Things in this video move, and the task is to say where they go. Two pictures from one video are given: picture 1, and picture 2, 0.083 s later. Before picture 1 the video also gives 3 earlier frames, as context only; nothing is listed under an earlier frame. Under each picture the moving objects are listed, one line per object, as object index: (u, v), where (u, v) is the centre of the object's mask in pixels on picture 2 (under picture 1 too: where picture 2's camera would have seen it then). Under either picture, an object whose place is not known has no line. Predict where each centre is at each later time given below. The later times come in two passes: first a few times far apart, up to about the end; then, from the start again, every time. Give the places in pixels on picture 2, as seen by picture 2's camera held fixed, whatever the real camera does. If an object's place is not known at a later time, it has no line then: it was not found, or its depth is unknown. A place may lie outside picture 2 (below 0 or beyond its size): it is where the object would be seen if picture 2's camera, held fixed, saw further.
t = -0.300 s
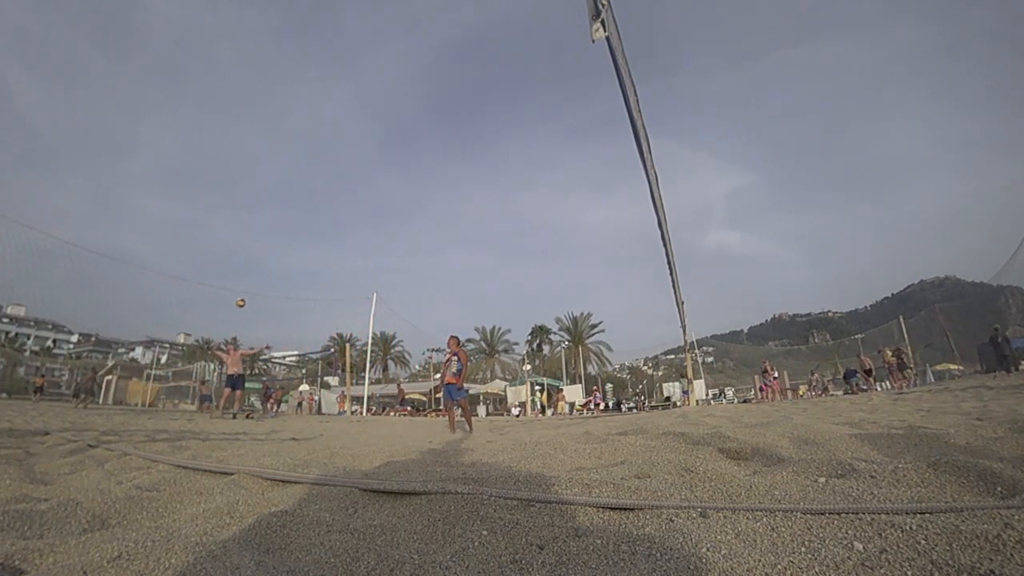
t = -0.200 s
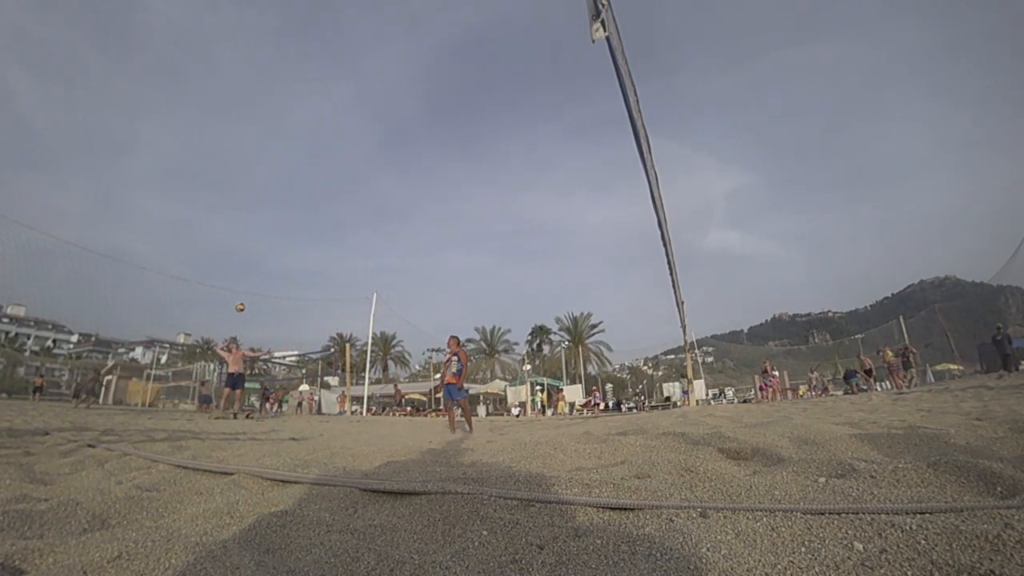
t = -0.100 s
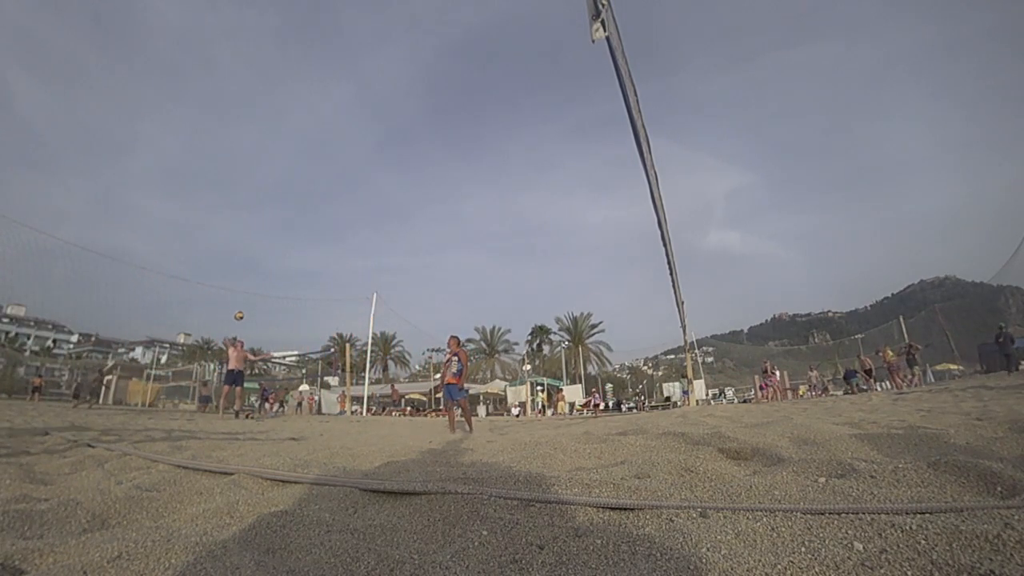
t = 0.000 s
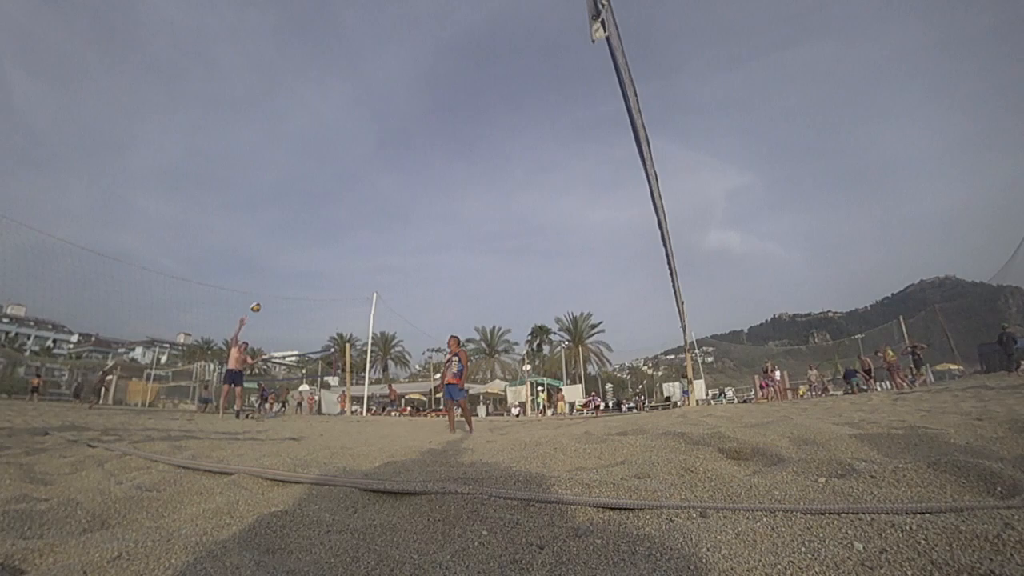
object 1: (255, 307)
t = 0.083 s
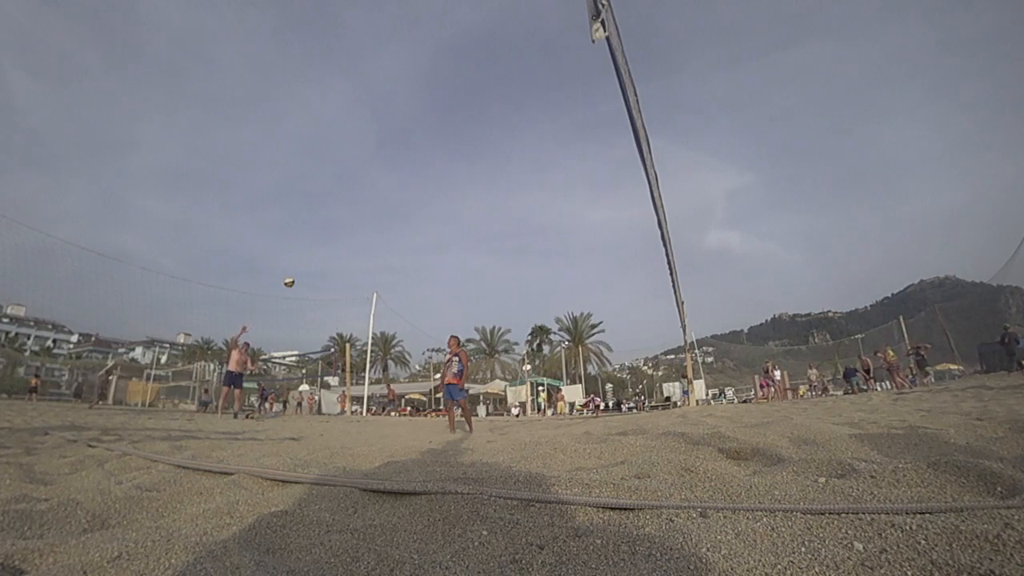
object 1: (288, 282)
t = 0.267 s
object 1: (381, 229)
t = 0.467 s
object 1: (516, 177)
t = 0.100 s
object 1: (296, 277)
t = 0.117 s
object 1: (303, 272)
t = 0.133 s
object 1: (311, 267)
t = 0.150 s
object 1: (319, 262)
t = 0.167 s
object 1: (327, 257)
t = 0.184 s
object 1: (336, 252)
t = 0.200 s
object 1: (344, 247)
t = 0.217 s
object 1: (353, 243)
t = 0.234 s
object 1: (362, 238)
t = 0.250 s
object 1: (371, 233)
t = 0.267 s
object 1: (381, 229)
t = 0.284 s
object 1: (391, 224)
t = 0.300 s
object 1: (401, 219)
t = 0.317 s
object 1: (411, 214)
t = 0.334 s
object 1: (421, 210)
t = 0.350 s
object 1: (432, 206)
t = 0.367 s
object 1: (443, 201)
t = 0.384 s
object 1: (454, 197)
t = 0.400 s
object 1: (466, 193)
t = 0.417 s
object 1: (478, 188)
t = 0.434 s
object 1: (490, 184)
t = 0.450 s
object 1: (503, 180)
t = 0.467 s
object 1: (516, 177)
